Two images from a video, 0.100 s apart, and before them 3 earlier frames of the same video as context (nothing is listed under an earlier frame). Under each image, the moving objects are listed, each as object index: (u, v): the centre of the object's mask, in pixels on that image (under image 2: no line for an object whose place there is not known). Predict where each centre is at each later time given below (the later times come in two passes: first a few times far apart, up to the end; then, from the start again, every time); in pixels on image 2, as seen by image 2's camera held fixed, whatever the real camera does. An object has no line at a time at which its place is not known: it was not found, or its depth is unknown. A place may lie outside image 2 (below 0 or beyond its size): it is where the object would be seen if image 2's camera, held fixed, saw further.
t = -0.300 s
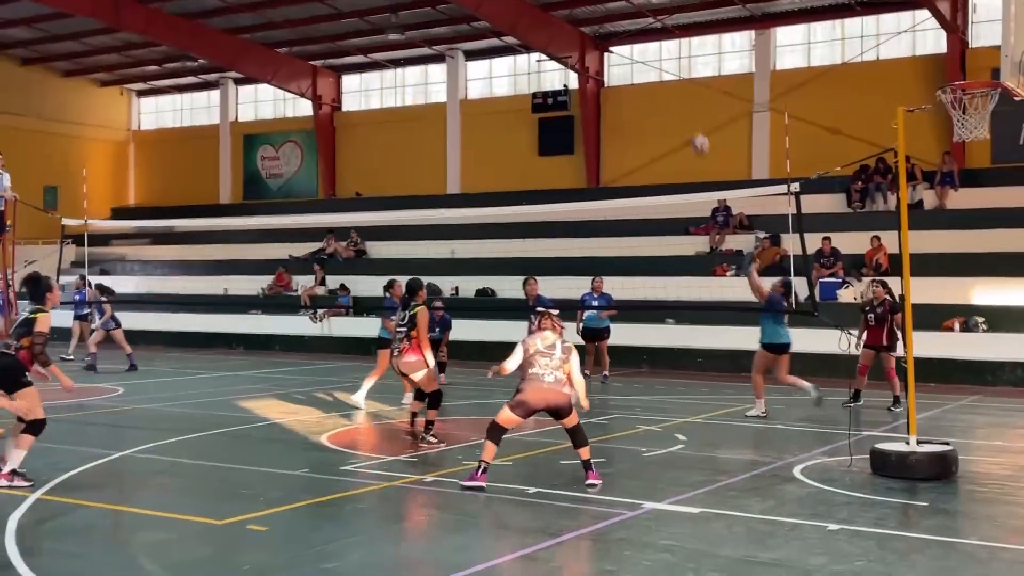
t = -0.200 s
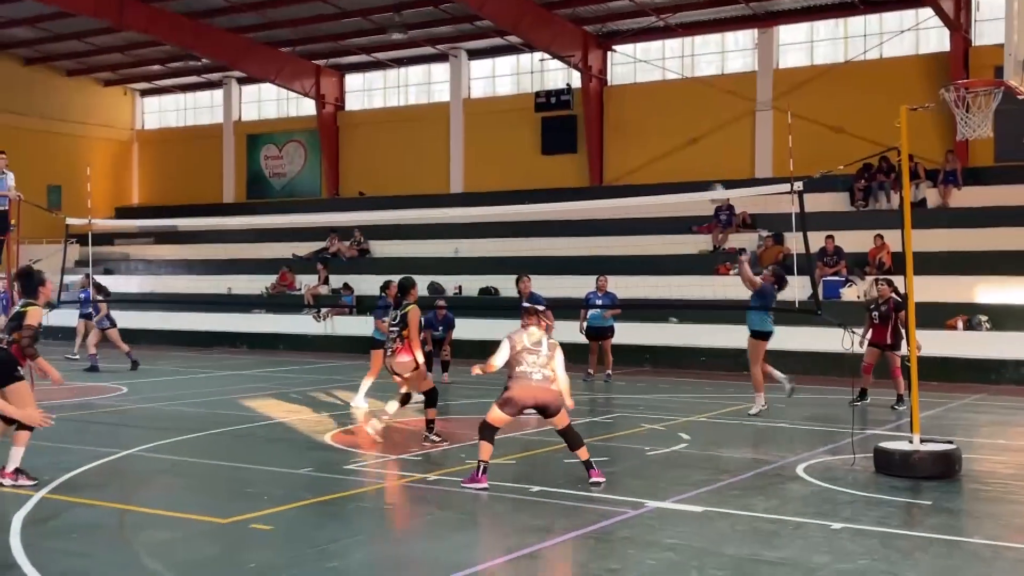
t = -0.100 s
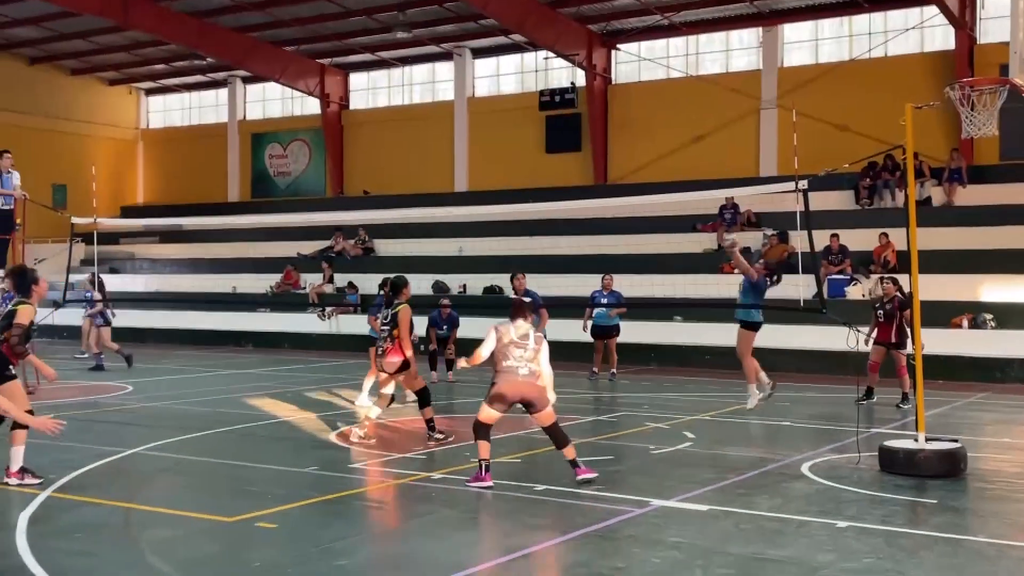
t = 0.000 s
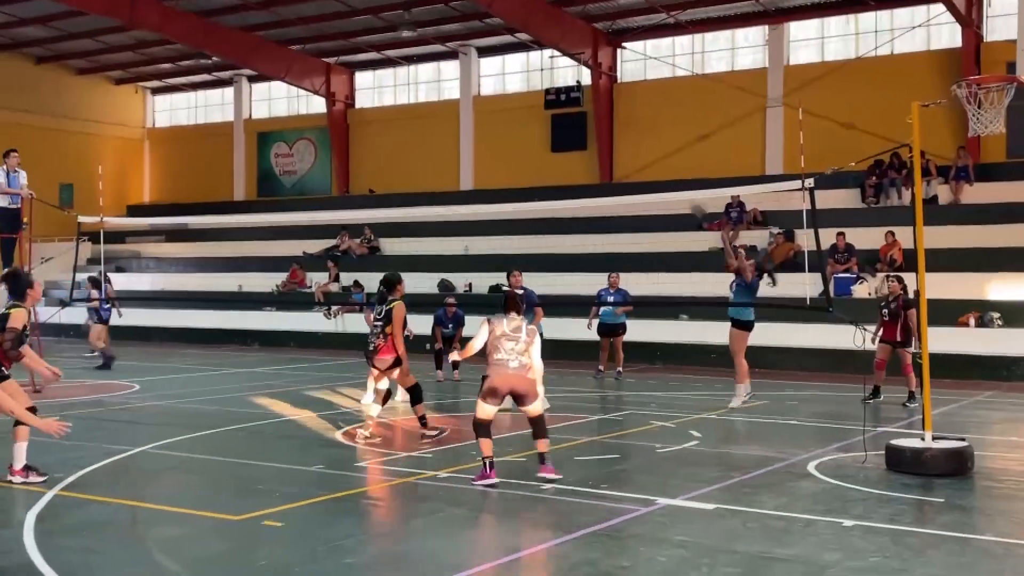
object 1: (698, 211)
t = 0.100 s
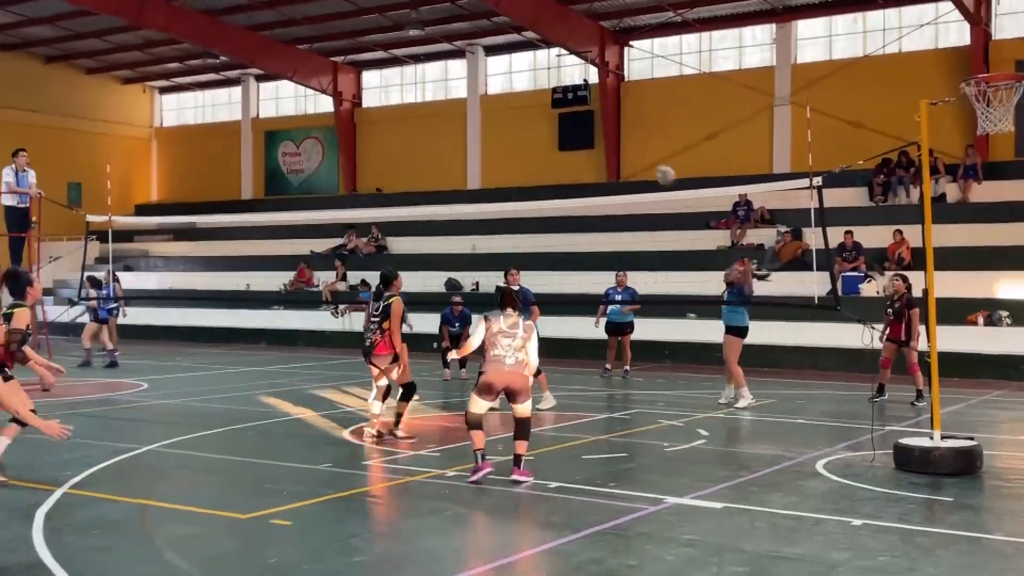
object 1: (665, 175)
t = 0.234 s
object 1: (608, 149)
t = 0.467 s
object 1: (502, 146)
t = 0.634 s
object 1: (423, 175)
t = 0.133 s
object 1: (651, 167)
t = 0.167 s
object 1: (637, 161)
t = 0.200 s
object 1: (622, 155)
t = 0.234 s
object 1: (608, 149)
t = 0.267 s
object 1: (593, 145)
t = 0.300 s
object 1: (578, 143)
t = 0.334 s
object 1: (564, 141)
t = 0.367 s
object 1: (548, 141)
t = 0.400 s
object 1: (533, 141)
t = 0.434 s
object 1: (517, 143)
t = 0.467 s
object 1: (502, 146)
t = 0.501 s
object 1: (487, 149)
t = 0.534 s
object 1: (470, 155)
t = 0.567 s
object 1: (455, 161)
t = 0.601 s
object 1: (440, 168)
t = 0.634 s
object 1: (423, 175)
